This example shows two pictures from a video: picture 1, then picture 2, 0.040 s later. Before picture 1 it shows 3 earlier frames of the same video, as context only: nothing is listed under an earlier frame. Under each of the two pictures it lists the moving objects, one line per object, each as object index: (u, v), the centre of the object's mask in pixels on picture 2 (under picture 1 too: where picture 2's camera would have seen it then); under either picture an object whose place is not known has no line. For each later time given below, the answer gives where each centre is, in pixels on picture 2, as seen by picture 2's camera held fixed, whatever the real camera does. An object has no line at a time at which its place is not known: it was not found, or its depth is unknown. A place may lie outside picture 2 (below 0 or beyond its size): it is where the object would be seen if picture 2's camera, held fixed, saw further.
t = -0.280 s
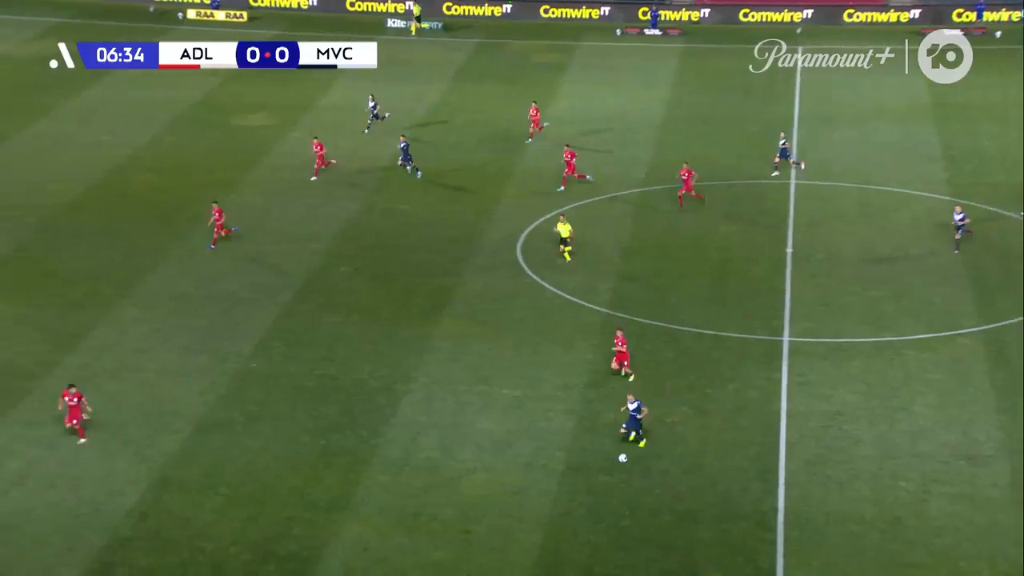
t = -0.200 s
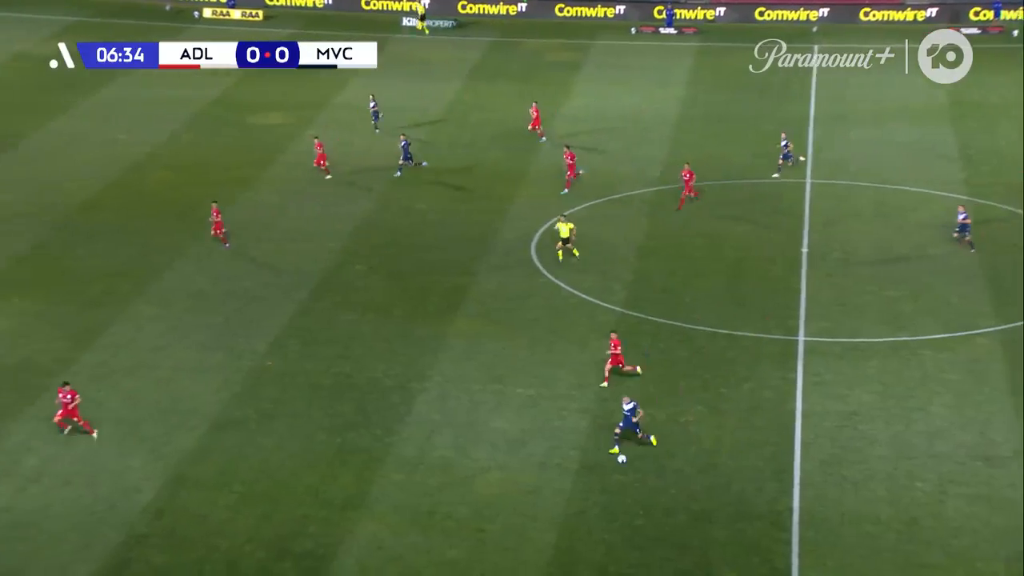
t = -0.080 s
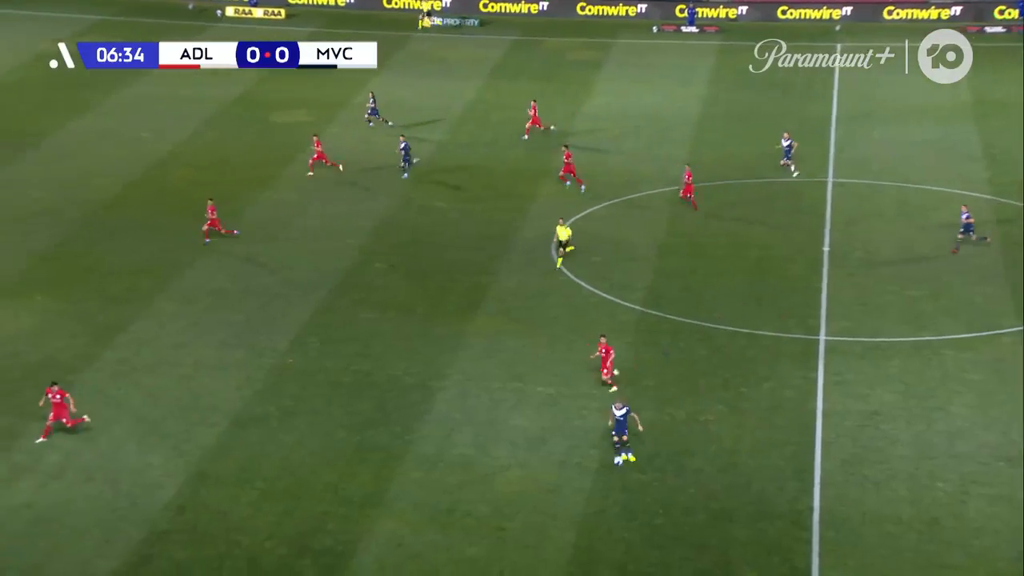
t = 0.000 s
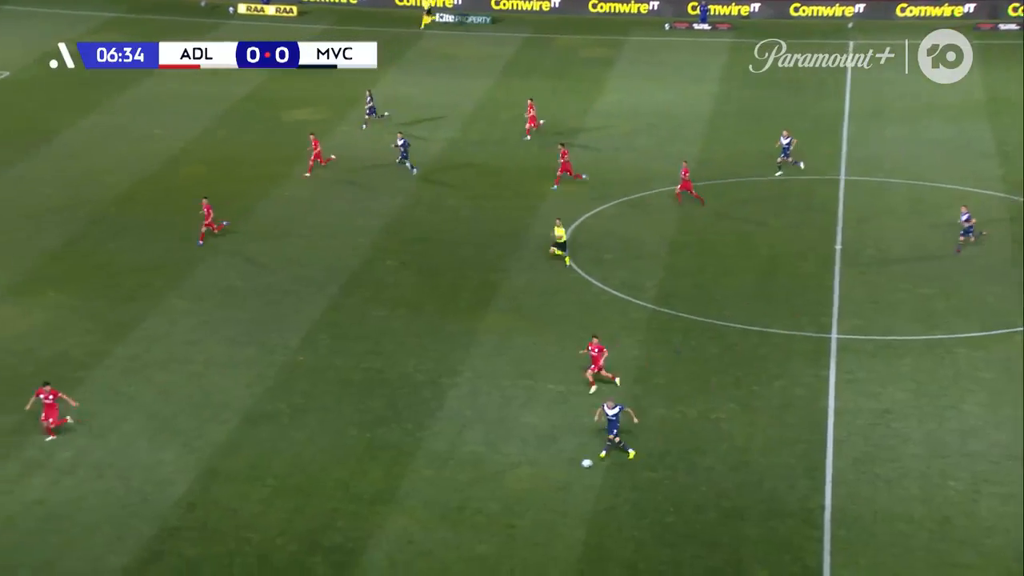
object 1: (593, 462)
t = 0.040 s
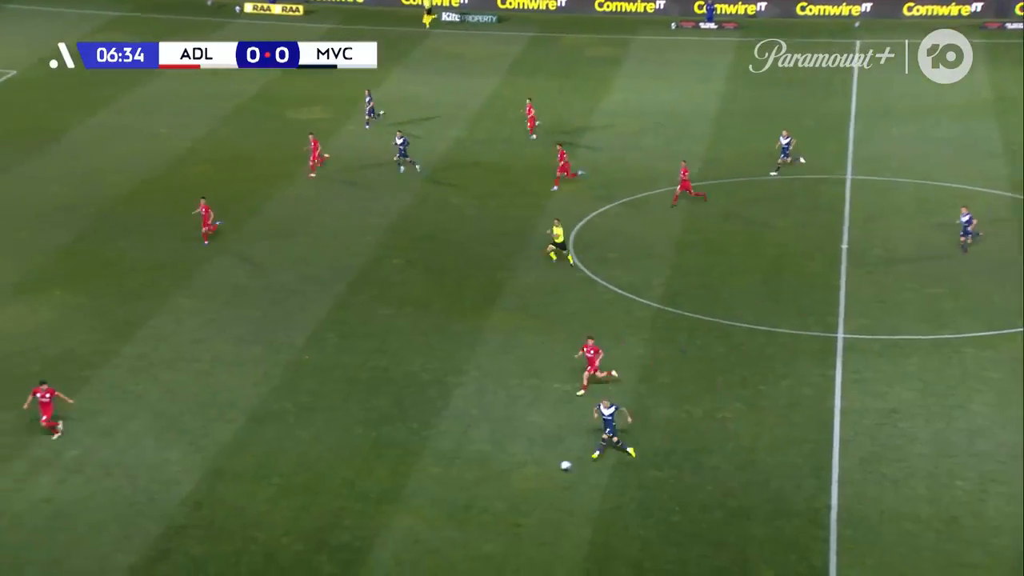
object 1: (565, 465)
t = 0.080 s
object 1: (539, 469)
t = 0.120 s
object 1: (511, 473)
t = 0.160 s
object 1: (484, 478)
